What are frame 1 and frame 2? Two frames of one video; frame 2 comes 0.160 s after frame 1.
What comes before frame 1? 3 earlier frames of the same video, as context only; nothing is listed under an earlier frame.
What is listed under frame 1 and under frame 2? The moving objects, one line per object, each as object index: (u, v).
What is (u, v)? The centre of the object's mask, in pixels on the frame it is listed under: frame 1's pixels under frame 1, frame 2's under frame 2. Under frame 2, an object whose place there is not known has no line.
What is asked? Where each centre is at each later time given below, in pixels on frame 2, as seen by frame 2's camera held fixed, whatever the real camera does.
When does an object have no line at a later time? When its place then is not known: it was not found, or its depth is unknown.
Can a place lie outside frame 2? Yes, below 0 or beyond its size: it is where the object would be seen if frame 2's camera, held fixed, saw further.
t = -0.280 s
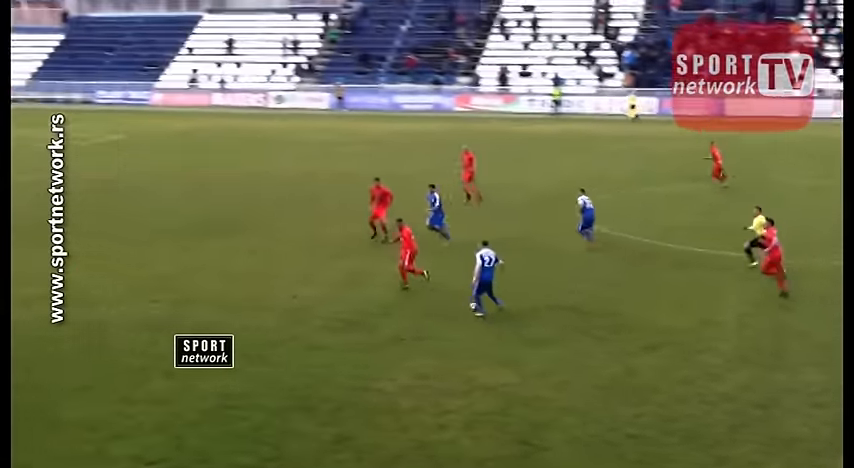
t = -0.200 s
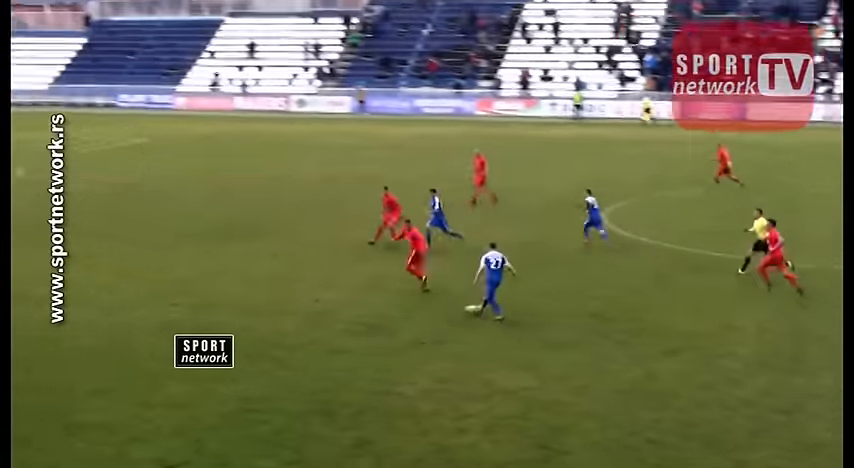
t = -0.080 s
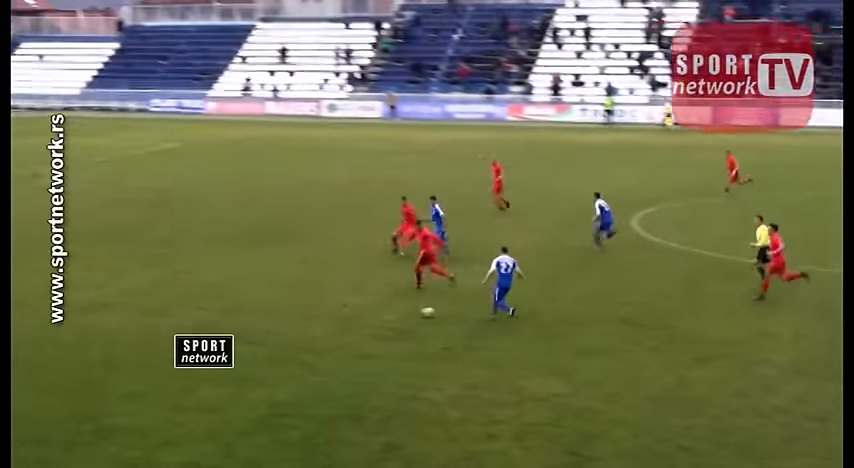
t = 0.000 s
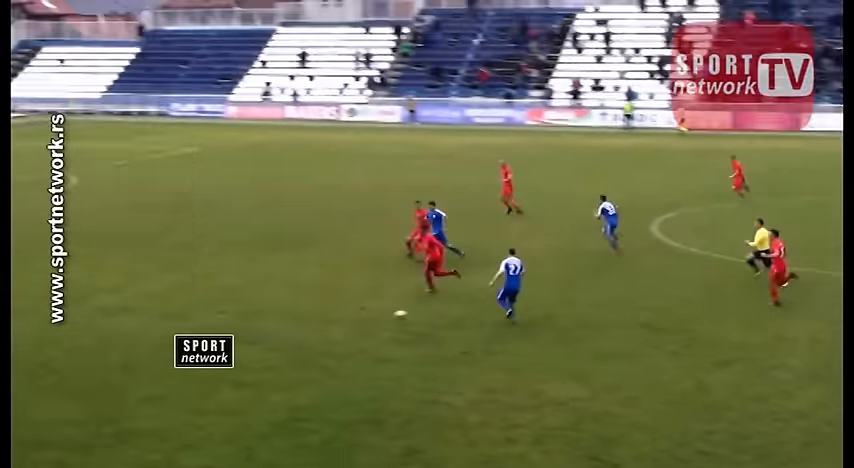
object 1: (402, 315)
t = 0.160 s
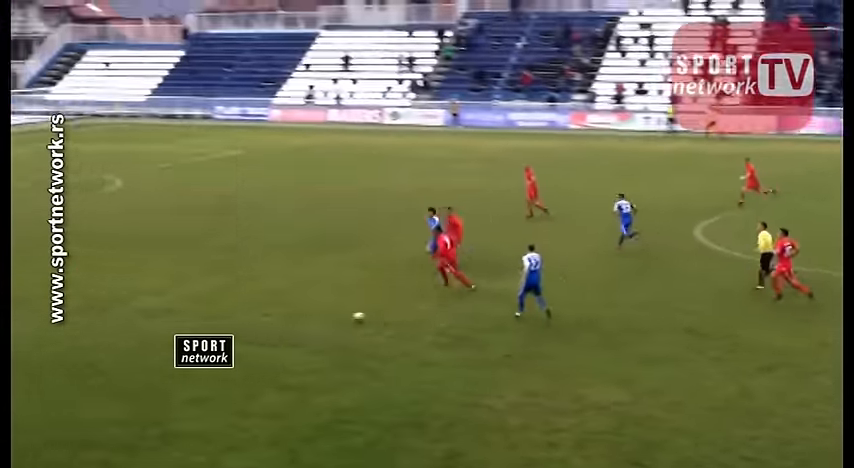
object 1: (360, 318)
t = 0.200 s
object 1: (344, 318)
